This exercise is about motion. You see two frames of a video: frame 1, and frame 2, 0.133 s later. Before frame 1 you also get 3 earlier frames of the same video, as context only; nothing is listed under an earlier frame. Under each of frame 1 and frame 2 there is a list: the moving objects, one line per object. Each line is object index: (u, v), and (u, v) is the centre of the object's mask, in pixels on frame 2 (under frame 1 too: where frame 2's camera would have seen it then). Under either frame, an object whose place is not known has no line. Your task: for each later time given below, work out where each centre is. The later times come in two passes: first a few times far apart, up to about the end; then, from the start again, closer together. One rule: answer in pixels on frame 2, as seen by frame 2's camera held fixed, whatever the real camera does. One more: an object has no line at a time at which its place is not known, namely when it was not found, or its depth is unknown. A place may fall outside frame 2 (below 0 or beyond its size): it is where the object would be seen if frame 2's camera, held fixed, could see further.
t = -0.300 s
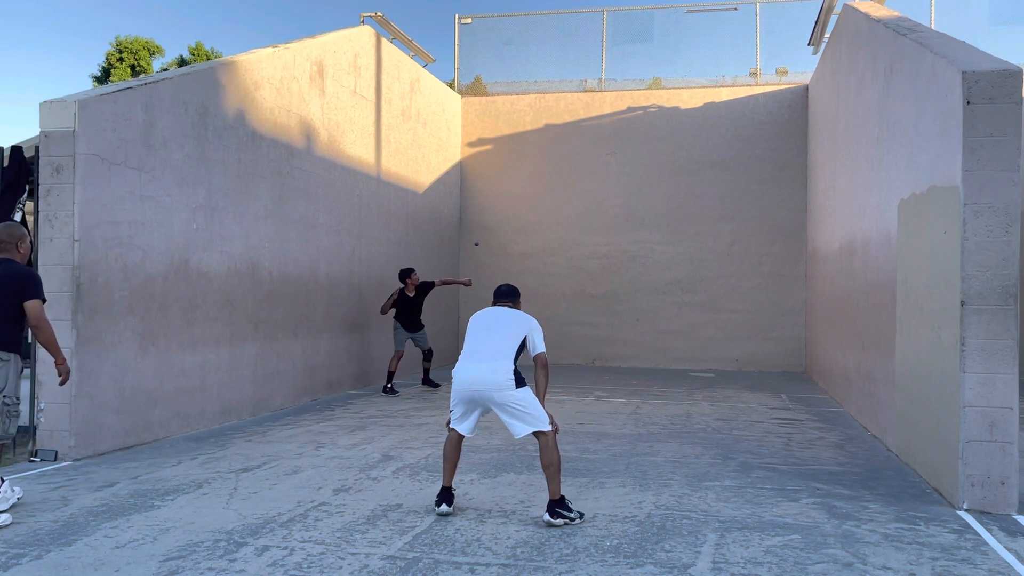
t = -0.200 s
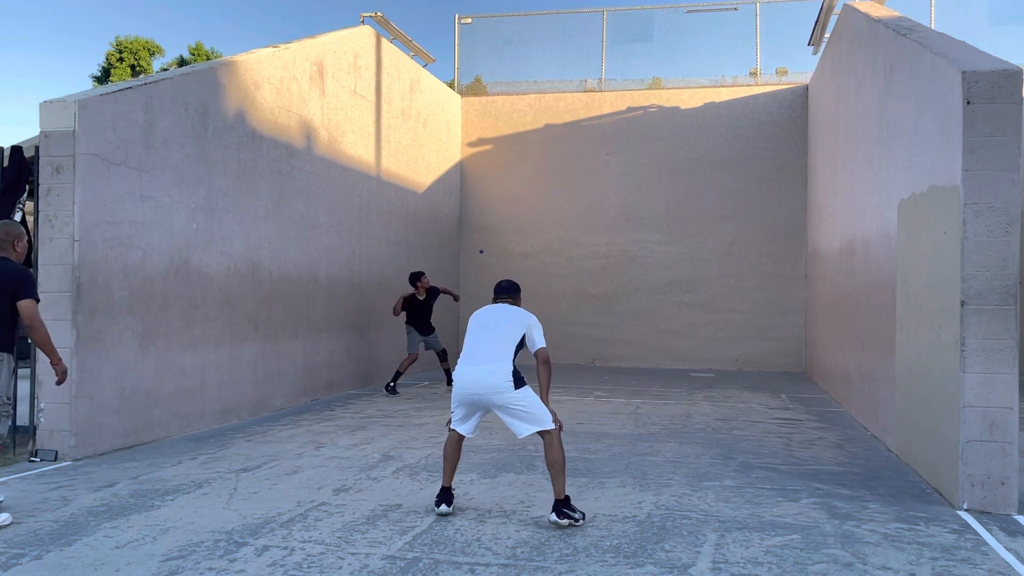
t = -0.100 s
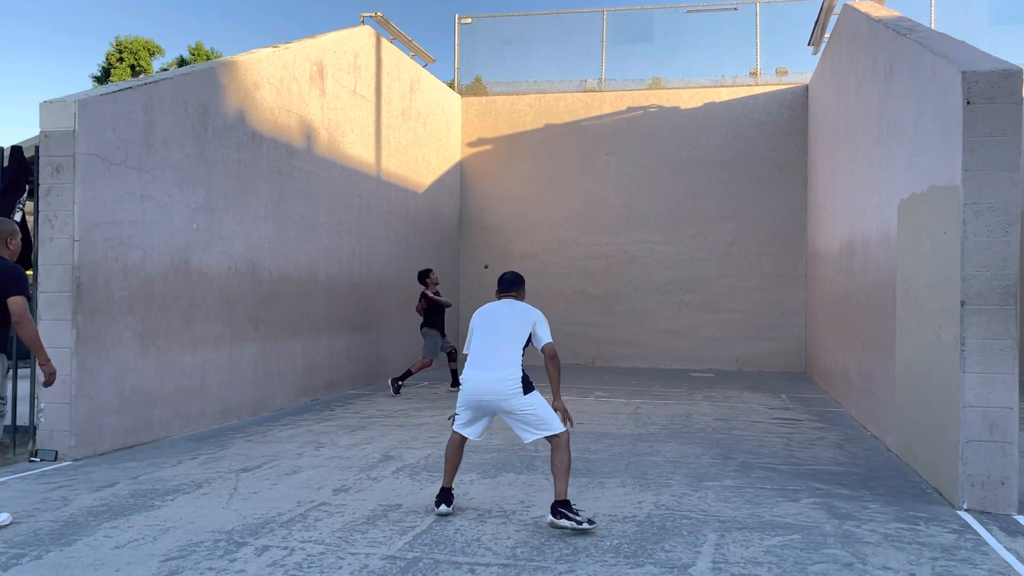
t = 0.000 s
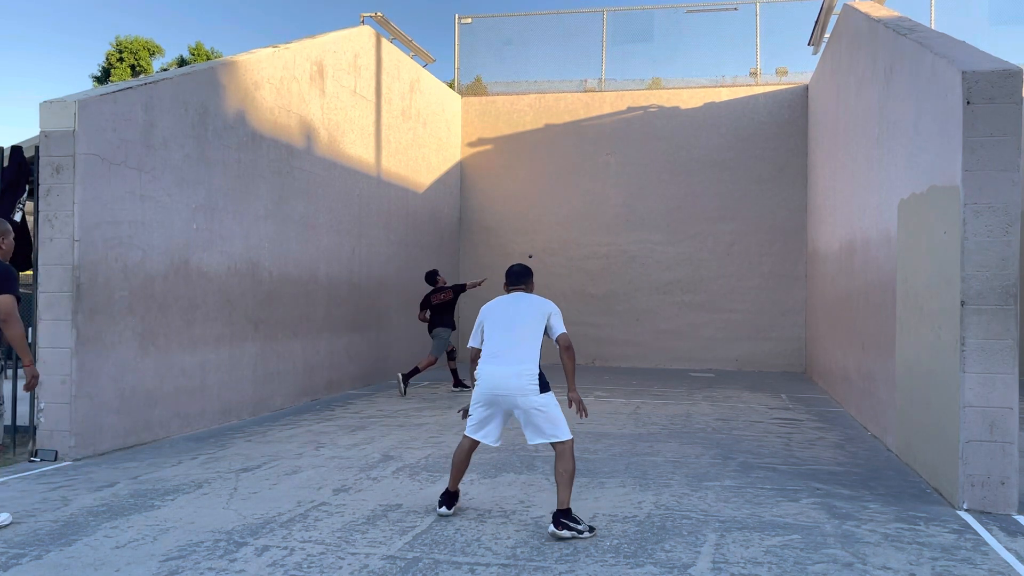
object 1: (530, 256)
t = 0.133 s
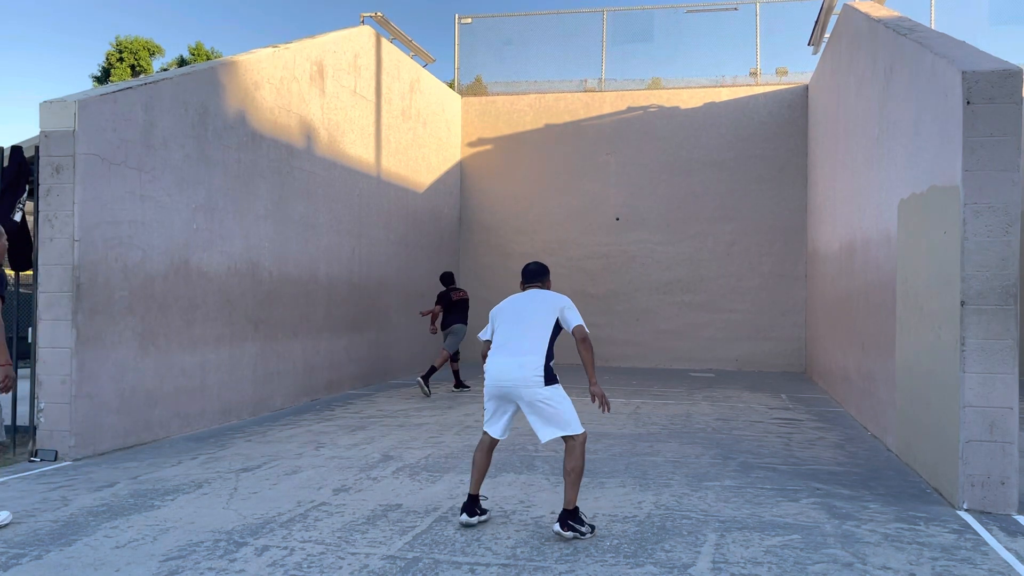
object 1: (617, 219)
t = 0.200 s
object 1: (642, 206)
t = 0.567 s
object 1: (716, 133)
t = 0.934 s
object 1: (880, 132)
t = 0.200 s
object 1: (642, 206)
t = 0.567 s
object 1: (716, 133)
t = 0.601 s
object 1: (725, 128)
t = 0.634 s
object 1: (736, 125)
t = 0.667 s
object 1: (747, 122)
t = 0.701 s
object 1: (759, 119)
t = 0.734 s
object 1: (773, 118)
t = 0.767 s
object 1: (787, 117)
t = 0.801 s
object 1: (803, 118)
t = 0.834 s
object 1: (819, 119)
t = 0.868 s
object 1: (837, 122)
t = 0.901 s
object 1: (858, 126)
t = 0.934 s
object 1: (880, 132)
